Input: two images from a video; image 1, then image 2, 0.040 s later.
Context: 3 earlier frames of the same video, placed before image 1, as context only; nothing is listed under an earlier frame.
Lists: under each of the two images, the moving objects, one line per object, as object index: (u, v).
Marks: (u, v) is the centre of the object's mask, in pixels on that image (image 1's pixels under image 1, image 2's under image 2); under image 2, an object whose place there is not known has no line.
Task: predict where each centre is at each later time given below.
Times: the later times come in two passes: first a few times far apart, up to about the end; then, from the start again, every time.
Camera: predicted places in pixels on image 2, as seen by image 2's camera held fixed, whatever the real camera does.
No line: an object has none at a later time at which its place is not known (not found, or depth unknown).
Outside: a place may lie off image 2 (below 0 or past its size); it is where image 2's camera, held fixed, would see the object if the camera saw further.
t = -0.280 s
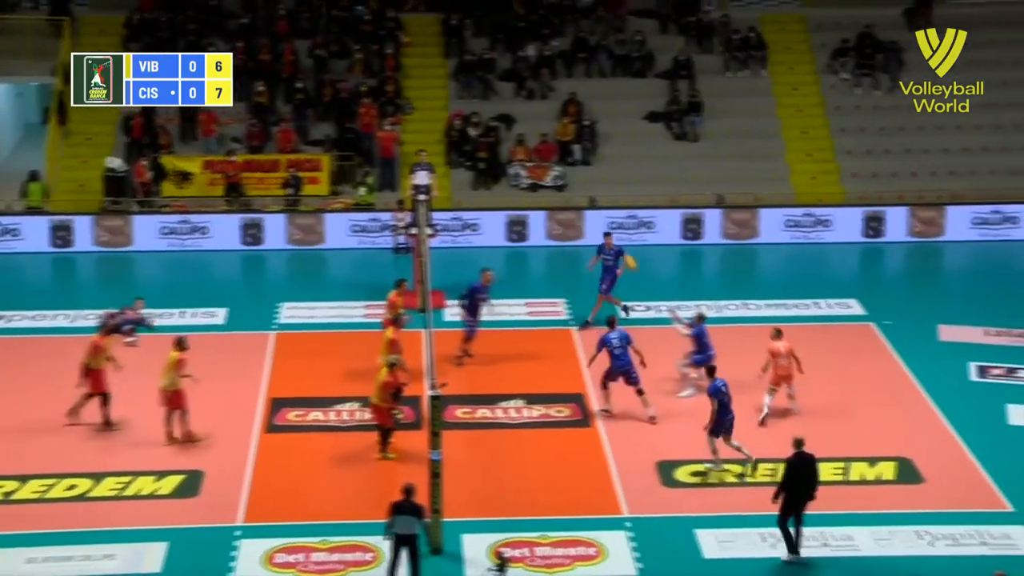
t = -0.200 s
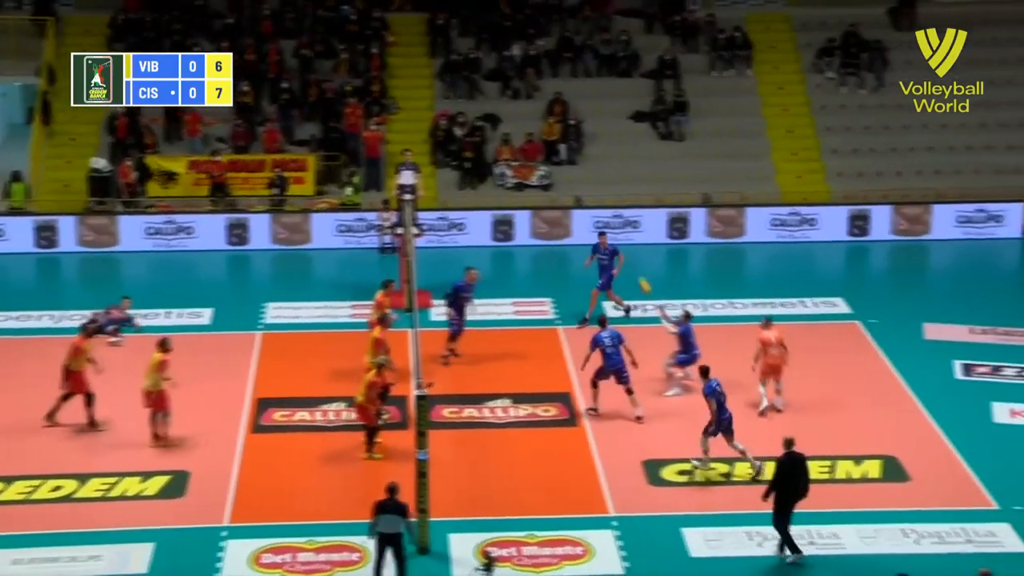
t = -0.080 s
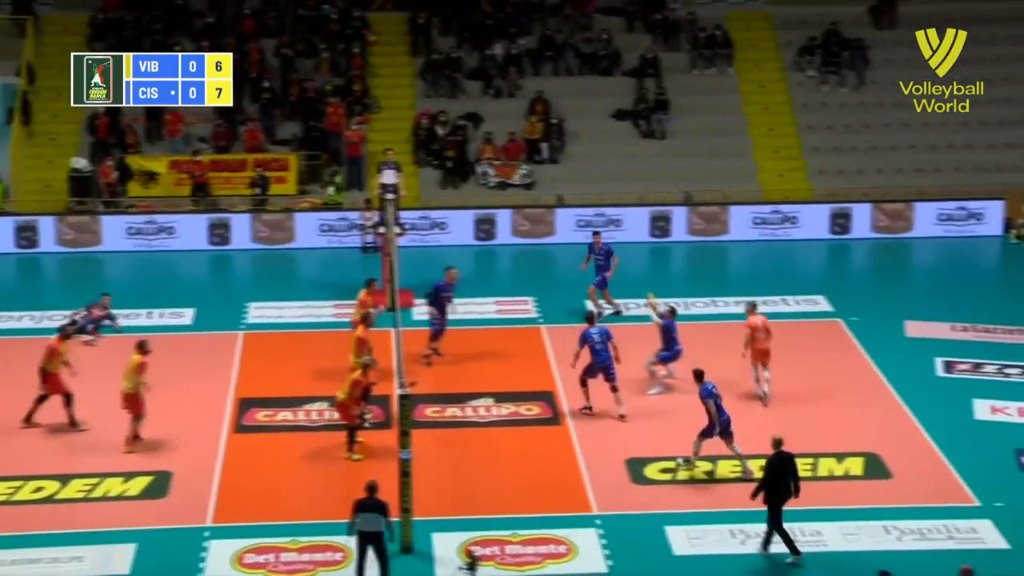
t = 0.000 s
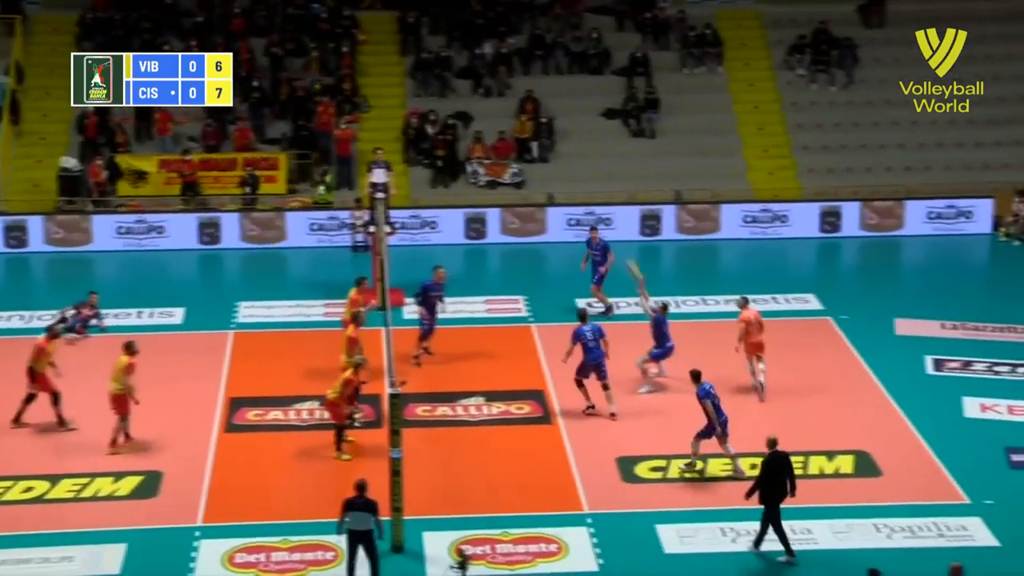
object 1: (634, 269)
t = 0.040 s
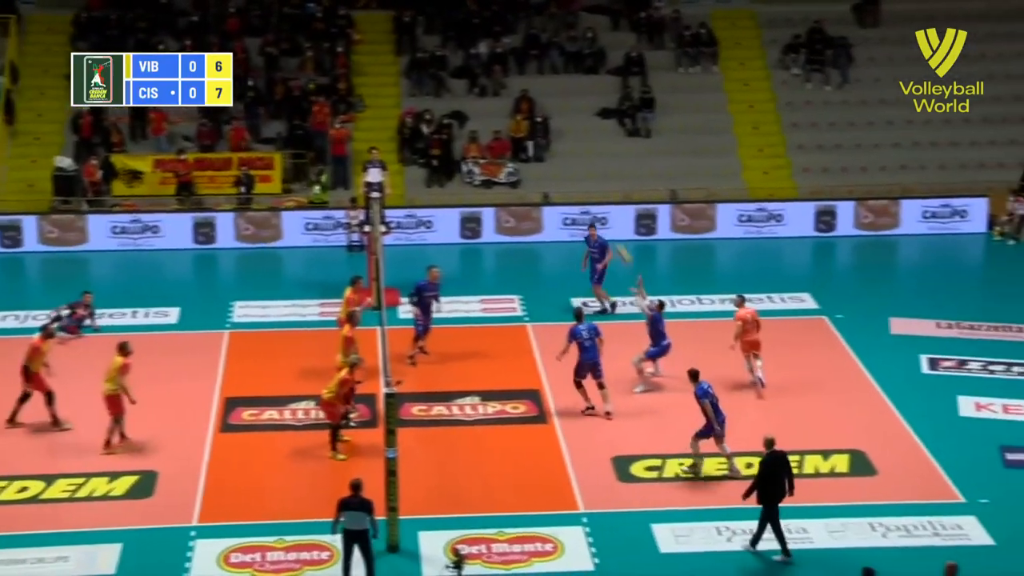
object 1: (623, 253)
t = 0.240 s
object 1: (593, 187)
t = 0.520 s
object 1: (552, 138)
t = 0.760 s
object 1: (517, 129)
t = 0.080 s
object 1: (618, 239)
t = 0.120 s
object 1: (613, 227)
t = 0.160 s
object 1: (606, 213)
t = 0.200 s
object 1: (598, 199)
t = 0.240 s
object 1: (593, 187)
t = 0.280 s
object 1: (587, 178)
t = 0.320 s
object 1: (582, 169)
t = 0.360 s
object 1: (576, 162)
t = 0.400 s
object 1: (570, 155)
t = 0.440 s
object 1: (564, 148)
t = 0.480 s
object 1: (558, 143)
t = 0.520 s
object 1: (552, 138)
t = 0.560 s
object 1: (547, 135)
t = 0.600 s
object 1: (541, 132)
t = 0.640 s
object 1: (535, 130)
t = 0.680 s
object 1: (529, 129)
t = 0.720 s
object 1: (523, 128)
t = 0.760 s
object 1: (517, 129)
